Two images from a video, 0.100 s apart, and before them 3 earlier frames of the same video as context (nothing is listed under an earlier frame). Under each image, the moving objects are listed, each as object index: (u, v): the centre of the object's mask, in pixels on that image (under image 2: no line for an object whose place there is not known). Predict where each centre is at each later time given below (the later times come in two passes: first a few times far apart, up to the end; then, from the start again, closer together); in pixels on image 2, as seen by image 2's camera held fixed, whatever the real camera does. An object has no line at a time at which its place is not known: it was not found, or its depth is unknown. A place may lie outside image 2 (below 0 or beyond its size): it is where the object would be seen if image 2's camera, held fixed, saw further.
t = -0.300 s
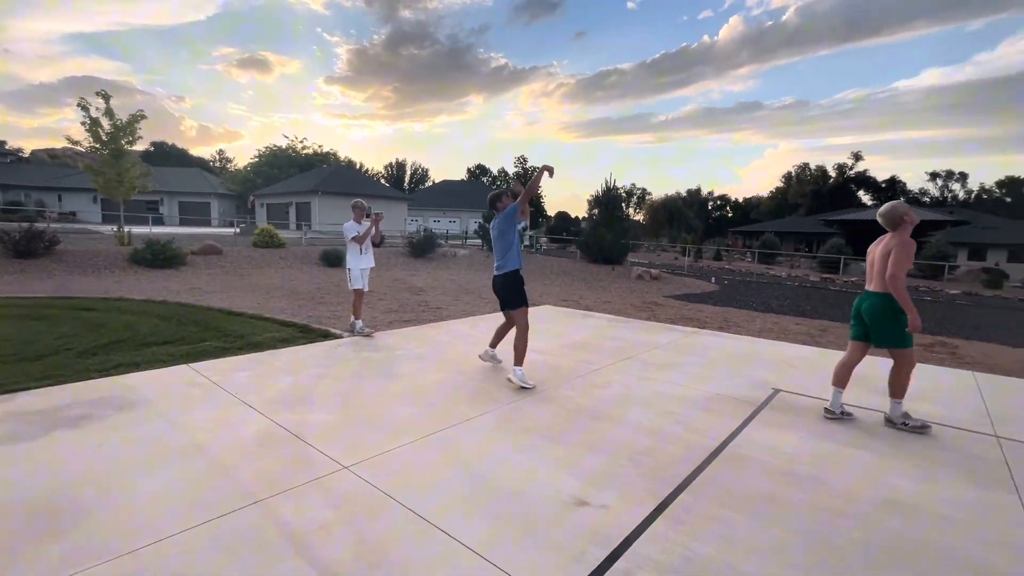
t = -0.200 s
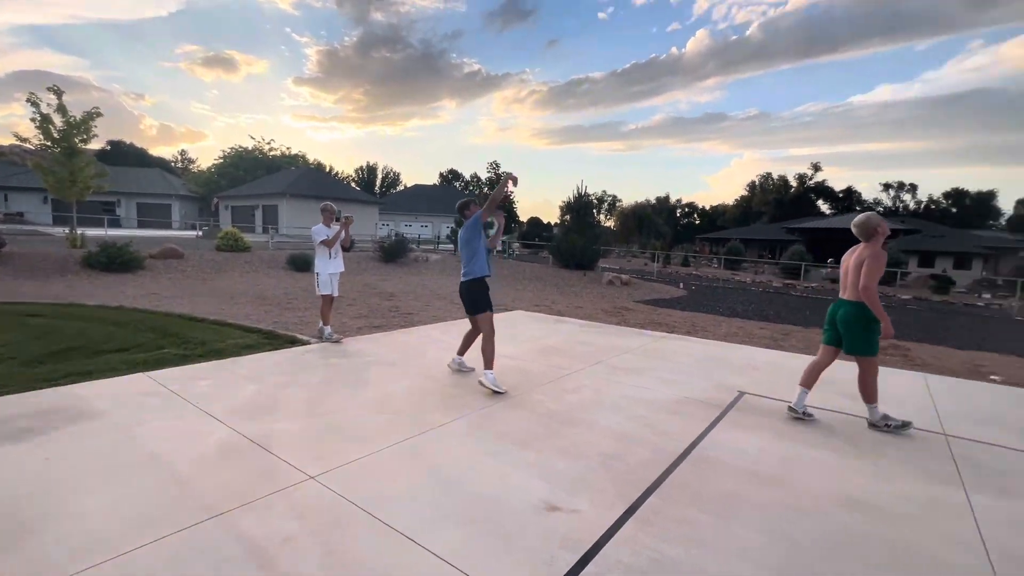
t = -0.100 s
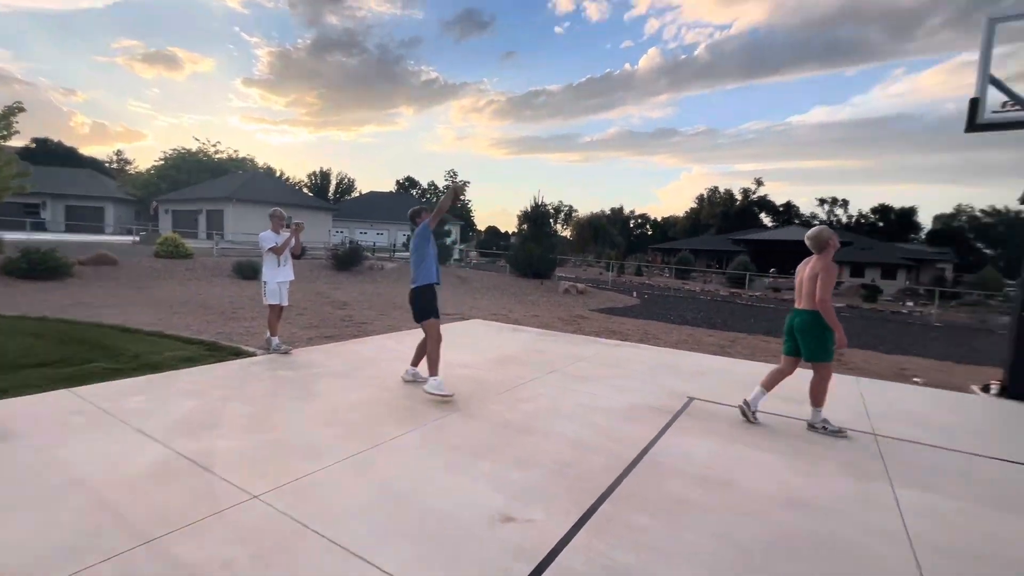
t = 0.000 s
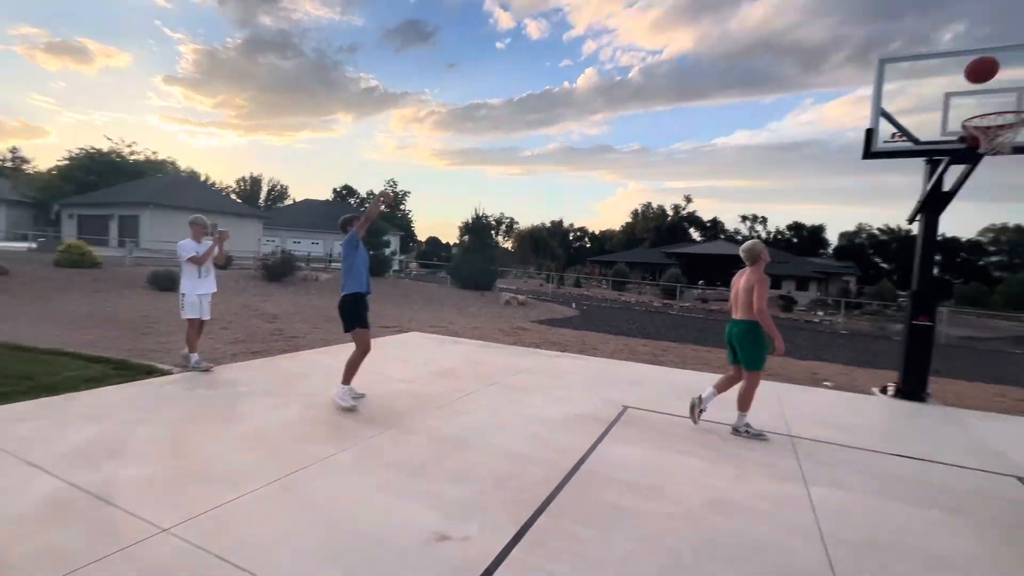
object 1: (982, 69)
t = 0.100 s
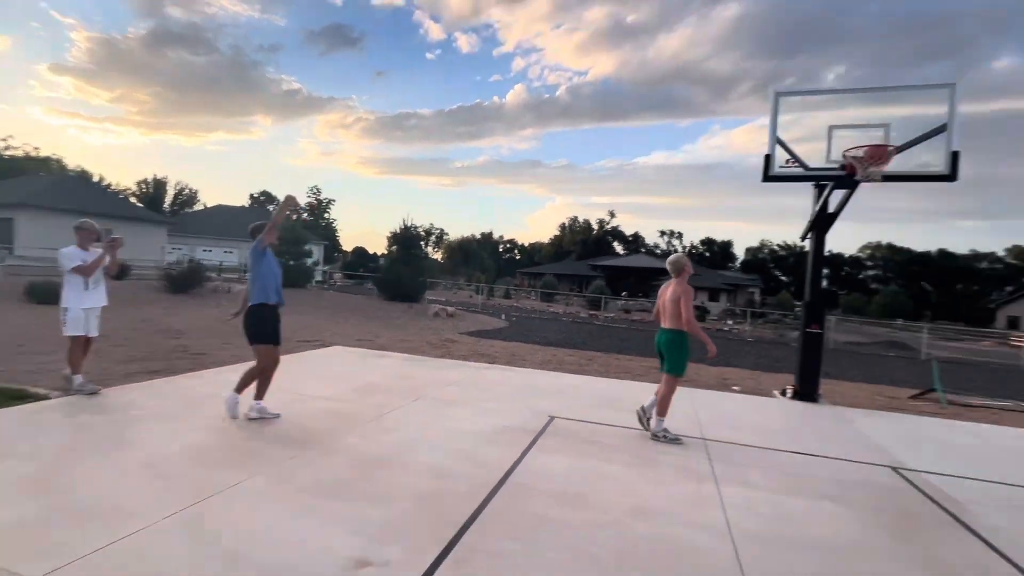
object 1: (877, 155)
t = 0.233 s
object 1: (860, 170)
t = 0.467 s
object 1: (880, 198)
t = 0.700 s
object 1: (907, 277)
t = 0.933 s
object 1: (929, 403)
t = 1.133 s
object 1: (954, 365)
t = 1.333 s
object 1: (980, 313)
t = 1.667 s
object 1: (1017, 305)
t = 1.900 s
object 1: (1039, 358)
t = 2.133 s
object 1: (1051, 418)
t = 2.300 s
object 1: (1054, 376)
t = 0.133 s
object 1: (862, 164)
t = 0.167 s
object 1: (851, 166)
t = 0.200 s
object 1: (859, 170)
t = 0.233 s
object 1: (860, 170)
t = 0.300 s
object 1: (864, 176)
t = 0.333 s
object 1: (865, 181)
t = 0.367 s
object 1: (868, 183)
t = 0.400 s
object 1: (874, 186)
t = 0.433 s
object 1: (877, 191)
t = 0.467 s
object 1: (880, 198)
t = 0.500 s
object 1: (884, 206)
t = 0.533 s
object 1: (888, 215)
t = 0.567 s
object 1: (892, 226)
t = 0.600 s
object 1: (897, 237)
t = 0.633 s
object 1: (900, 249)
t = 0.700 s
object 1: (907, 277)
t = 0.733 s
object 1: (911, 292)
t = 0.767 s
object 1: (914, 308)
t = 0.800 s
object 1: (918, 325)
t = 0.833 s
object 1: (920, 343)
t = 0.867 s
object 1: (924, 362)
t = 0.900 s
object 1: (926, 382)
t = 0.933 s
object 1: (929, 403)
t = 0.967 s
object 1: (933, 424)
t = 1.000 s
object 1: (937, 418)
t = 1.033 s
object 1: (940, 403)
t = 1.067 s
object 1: (945, 390)
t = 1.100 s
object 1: (950, 376)
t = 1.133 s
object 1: (954, 365)
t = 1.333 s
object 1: (980, 313)
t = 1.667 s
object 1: (1017, 305)
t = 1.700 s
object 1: (1021, 310)
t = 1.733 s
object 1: (1023, 316)
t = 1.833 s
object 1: (1034, 338)
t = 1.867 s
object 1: (1035, 347)
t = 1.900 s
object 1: (1039, 358)
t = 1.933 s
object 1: (1039, 370)
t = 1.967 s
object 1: (1041, 382)
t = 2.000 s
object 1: (1043, 395)
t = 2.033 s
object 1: (1044, 410)
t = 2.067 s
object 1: (1045, 425)
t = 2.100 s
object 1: (1047, 430)
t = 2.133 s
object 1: (1051, 418)
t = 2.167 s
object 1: (1053, 407)
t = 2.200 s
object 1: (1054, 398)
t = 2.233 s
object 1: (1054, 390)
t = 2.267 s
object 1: (1054, 383)
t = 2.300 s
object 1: (1054, 376)
